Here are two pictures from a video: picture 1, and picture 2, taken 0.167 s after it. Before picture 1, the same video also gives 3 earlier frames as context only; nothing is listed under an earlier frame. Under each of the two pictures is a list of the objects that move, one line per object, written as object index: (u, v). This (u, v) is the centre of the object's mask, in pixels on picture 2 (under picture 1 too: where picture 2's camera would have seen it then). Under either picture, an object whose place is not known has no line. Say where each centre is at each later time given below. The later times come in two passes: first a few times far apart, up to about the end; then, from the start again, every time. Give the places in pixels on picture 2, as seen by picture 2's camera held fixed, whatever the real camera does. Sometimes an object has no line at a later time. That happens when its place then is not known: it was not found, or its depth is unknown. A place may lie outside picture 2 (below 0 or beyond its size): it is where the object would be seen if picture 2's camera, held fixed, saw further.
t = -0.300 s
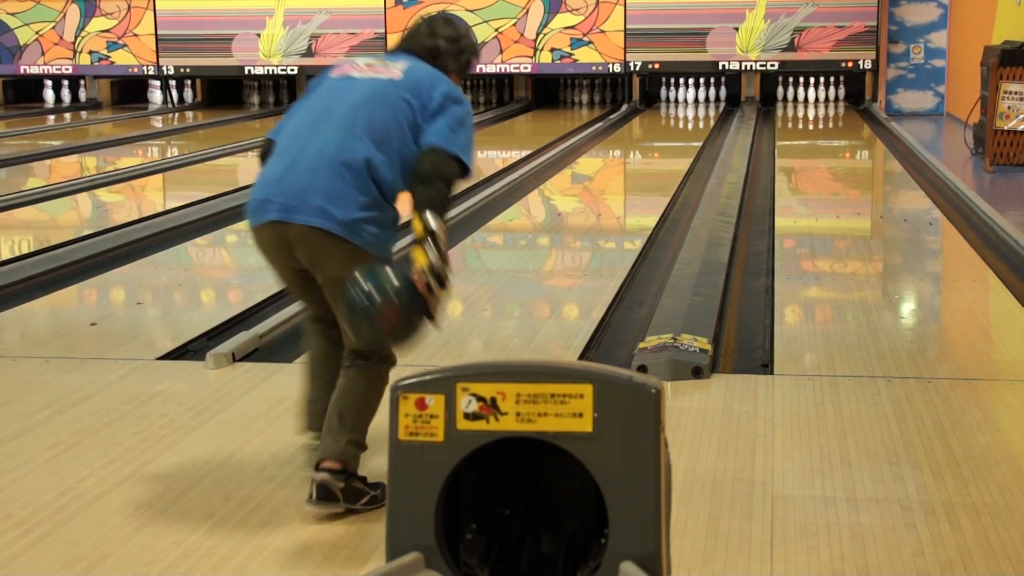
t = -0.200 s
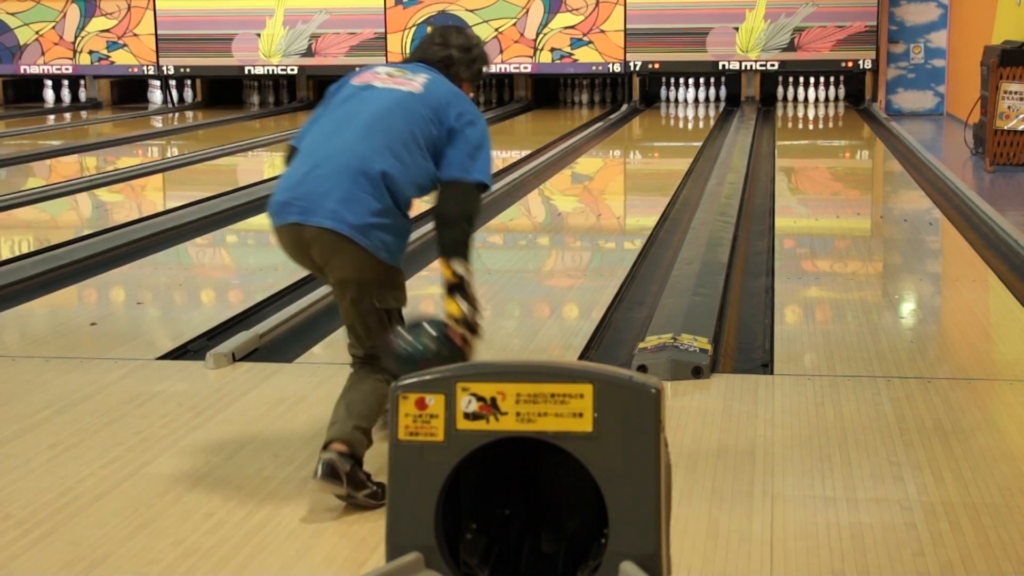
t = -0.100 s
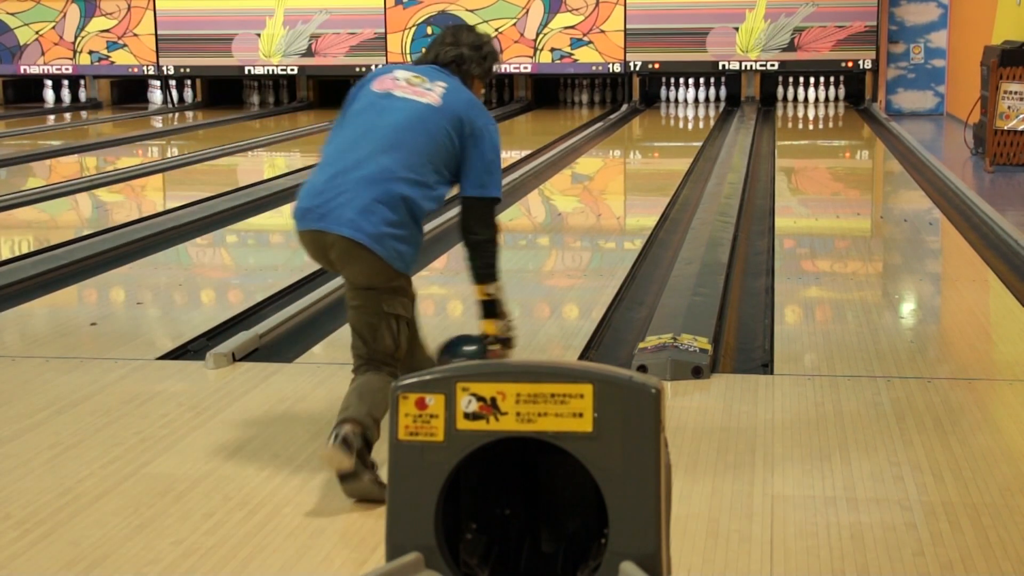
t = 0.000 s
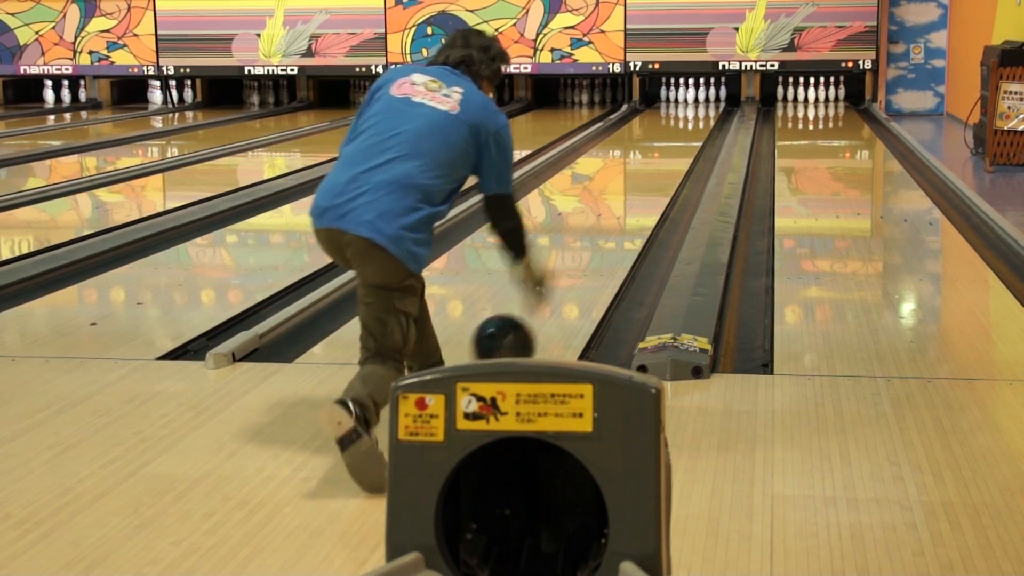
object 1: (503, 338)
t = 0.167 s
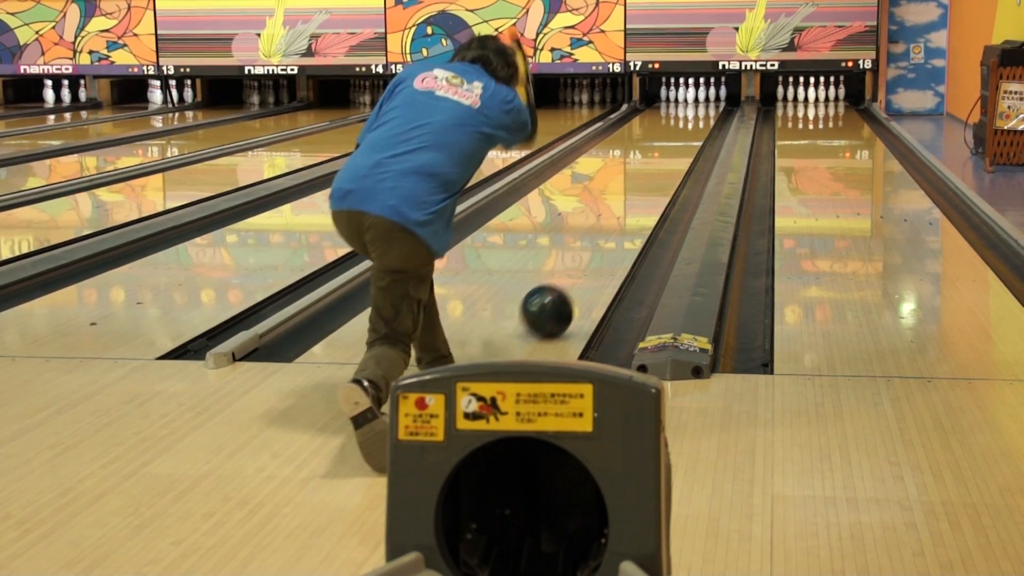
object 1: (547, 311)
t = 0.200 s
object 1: (554, 304)
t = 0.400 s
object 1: (589, 260)
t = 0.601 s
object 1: (614, 228)
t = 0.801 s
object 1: (632, 204)
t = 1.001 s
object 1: (647, 185)
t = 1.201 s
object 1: (658, 170)
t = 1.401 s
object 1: (667, 157)
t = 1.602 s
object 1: (675, 146)
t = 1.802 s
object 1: (681, 137)
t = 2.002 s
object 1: (685, 129)
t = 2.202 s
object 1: (689, 123)
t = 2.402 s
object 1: (693, 117)
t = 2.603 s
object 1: (695, 112)
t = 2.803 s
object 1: (696, 107)
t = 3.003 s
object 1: (696, 103)
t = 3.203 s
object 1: (696, 100)
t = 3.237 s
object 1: (695, 99)
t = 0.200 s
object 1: (554, 304)
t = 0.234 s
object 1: (561, 295)
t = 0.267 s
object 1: (567, 287)
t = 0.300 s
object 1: (573, 280)
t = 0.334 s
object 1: (578, 274)
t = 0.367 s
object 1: (584, 266)
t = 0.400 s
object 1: (589, 260)
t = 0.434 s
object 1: (593, 254)
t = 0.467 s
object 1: (598, 249)
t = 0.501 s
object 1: (602, 243)
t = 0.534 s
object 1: (606, 238)
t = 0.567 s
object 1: (610, 233)
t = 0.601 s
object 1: (614, 228)
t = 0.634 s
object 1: (617, 224)
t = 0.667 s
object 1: (620, 219)
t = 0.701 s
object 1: (624, 216)
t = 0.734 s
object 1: (627, 211)
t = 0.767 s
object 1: (630, 208)
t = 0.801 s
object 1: (632, 204)
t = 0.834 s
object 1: (635, 201)
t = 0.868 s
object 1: (638, 197)
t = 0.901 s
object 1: (640, 194)
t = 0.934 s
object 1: (642, 191)
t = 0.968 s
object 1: (645, 188)
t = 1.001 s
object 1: (647, 185)
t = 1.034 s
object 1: (649, 182)
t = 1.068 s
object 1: (651, 180)
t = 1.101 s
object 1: (653, 177)
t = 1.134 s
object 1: (655, 174)
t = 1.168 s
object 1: (657, 172)
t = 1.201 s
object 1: (658, 170)
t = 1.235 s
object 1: (660, 167)
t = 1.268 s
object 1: (662, 165)
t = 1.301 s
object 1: (663, 163)
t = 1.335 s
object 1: (665, 161)
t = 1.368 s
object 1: (666, 159)
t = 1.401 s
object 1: (667, 157)
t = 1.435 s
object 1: (669, 155)
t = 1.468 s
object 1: (670, 153)
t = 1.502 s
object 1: (671, 151)
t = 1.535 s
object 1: (673, 150)
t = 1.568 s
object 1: (674, 148)
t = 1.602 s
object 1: (675, 146)
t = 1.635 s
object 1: (676, 145)
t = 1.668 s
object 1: (677, 143)
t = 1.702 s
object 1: (678, 142)
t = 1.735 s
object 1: (679, 140)
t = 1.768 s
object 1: (680, 138)
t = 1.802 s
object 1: (681, 137)
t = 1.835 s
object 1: (682, 136)
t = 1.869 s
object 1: (682, 134)
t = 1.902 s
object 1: (684, 133)
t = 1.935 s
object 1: (684, 132)
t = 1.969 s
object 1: (685, 131)
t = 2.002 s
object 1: (685, 129)
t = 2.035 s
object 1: (686, 128)
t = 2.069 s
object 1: (687, 127)
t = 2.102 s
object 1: (688, 126)
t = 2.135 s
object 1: (688, 125)
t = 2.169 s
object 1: (689, 124)
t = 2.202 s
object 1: (689, 123)
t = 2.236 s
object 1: (690, 122)
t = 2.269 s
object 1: (691, 121)
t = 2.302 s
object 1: (691, 120)
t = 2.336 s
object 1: (692, 119)
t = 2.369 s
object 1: (692, 118)
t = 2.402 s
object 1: (693, 117)
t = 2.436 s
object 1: (693, 116)
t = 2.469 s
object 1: (694, 115)
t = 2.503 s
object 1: (694, 114)
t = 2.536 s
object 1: (694, 114)
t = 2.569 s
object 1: (695, 113)
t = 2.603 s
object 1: (695, 112)
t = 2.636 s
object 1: (695, 111)
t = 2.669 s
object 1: (695, 110)
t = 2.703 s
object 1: (695, 109)
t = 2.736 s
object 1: (696, 109)
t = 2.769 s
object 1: (695, 108)
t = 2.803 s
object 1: (696, 107)
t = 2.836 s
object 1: (696, 106)
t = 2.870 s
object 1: (696, 106)
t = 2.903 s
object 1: (696, 105)
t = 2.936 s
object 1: (696, 105)
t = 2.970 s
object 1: (696, 104)
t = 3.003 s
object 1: (696, 103)
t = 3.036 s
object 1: (696, 103)
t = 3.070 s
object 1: (696, 102)
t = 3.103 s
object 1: (696, 102)
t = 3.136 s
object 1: (696, 101)
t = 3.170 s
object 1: (696, 101)
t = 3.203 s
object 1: (696, 100)
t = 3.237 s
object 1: (695, 99)
